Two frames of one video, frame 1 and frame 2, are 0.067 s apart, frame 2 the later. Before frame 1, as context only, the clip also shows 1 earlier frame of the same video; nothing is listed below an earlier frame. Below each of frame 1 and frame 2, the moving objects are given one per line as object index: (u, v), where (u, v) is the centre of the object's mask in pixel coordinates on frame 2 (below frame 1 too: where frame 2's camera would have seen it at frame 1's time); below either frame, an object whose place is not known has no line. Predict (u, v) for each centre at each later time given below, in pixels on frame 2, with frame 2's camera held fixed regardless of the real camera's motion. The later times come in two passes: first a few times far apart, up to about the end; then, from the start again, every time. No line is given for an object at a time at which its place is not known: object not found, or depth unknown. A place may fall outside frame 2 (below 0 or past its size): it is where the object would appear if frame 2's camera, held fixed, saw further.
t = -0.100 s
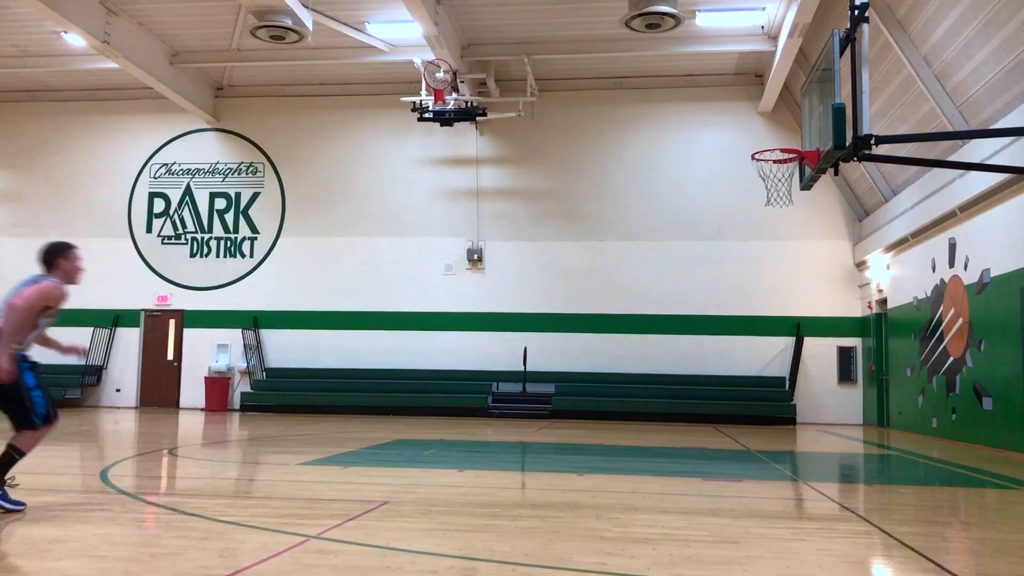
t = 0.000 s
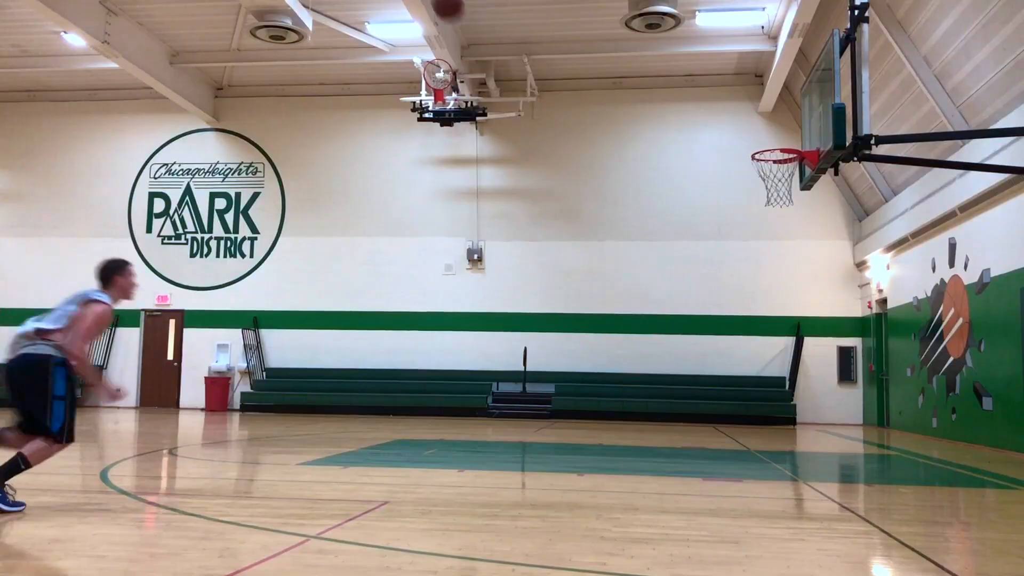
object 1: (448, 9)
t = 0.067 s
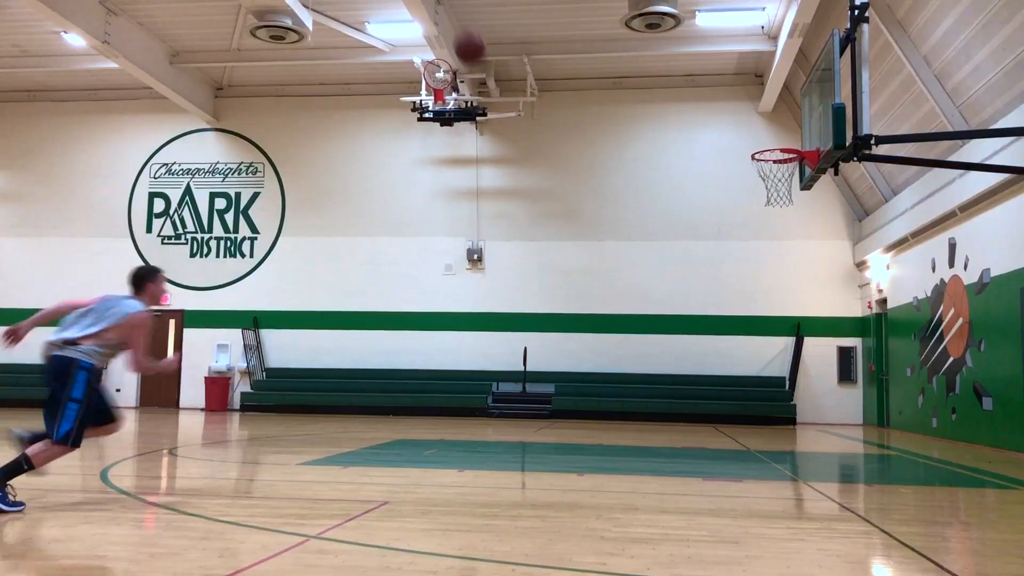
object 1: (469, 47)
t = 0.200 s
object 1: (511, 148)
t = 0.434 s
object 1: (576, 349)
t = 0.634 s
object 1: (612, 391)
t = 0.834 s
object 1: (629, 281)
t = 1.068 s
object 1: (648, 212)
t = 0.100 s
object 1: (480, 73)
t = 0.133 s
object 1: (492, 97)
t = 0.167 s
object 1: (501, 123)
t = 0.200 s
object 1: (511, 148)
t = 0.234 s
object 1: (521, 175)
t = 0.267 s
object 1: (530, 201)
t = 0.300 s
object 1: (539, 229)
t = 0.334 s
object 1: (549, 258)
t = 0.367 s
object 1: (558, 288)
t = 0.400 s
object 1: (567, 319)
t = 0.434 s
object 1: (576, 349)
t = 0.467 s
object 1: (585, 381)
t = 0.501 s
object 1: (593, 415)
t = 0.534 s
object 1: (602, 449)
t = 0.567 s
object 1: (607, 441)
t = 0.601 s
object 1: (610, 414)
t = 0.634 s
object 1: (612, 391)
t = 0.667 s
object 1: (615, 369)
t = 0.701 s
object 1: (618, 348)
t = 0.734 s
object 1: (621, 330)
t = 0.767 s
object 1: (624, 312)
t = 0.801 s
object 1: (626, 296)
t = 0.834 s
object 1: (629, 281)
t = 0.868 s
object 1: (632, 267)
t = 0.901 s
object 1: (635, 255)
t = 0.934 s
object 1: (637, 244)
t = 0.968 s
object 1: (640, 234)
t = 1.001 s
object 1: (642, 226)
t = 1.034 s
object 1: (645, 219)
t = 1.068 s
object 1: (648, 212)
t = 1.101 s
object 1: (650, 208)
